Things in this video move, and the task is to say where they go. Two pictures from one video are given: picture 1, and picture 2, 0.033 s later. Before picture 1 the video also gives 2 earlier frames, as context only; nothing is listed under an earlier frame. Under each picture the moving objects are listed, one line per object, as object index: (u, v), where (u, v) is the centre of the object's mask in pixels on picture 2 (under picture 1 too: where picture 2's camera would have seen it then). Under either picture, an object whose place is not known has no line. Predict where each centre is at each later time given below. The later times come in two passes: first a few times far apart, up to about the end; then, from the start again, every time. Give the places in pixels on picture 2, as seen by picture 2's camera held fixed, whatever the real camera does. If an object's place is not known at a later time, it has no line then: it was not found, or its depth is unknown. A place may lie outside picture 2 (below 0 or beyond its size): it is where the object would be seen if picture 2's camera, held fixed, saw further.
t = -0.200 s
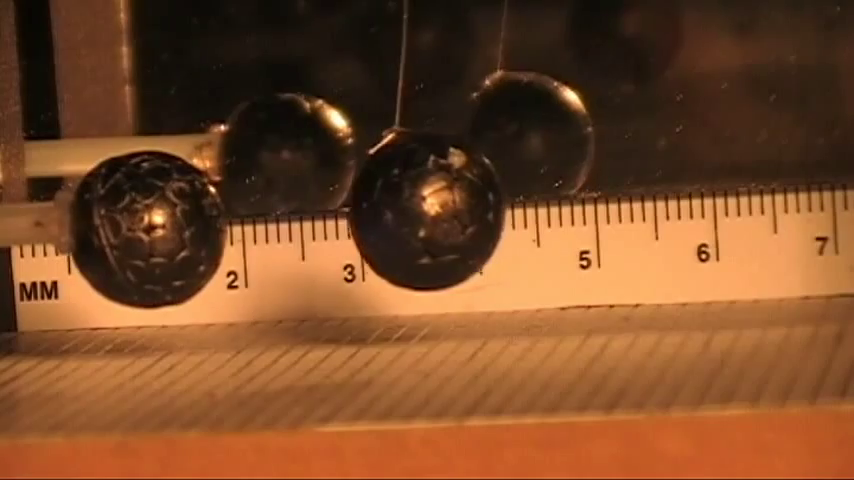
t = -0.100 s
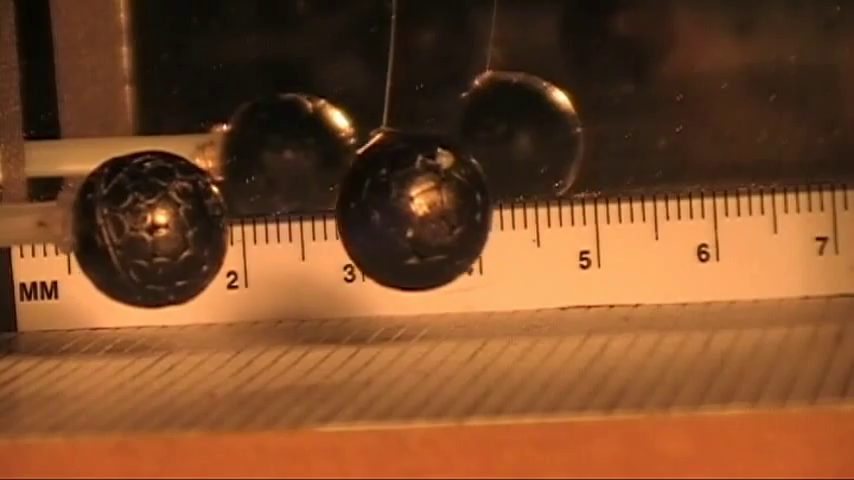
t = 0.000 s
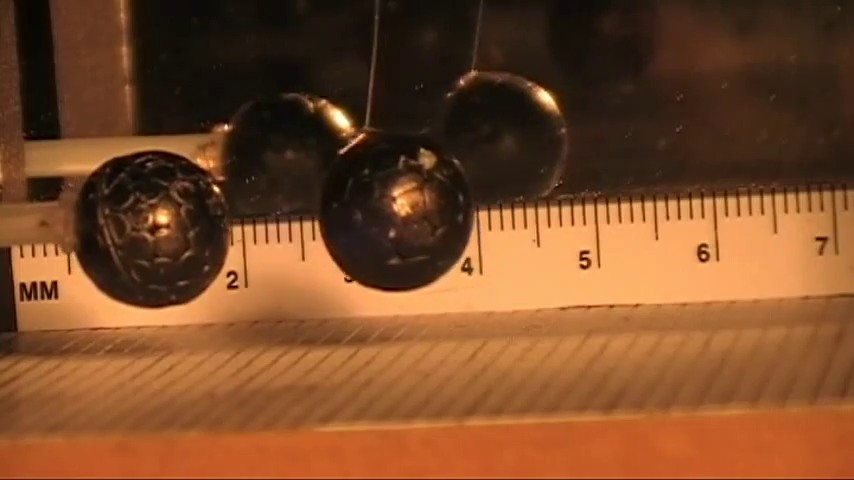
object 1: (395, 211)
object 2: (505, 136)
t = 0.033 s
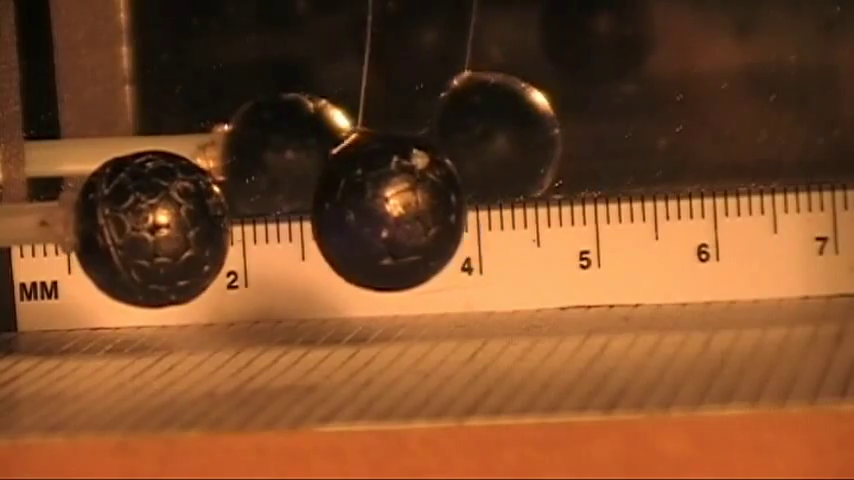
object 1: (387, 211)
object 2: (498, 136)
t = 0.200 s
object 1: (364, 210)
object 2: (478, 136)
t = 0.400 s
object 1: (754, 182)
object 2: (811, 98)
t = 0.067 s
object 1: (378, 211)
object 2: (490, 136)
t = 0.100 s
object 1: (367, 212)
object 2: (480, 137)
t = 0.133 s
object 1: (350, 211)
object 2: (465, 137)
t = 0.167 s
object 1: (318, 211)
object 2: (439, 137)
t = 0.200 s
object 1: (364, 210)
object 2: (478, 136)
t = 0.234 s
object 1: (431, 211)
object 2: (535, 134)
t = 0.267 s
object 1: (507, 208)
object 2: (603, 129)
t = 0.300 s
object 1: (581, 202)
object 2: (668, 123)
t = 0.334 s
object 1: (649, 198)
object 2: (727, 116)
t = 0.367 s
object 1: (708, 190)
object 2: (778, 110)
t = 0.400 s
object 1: (754, 182)
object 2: (811, 98)
